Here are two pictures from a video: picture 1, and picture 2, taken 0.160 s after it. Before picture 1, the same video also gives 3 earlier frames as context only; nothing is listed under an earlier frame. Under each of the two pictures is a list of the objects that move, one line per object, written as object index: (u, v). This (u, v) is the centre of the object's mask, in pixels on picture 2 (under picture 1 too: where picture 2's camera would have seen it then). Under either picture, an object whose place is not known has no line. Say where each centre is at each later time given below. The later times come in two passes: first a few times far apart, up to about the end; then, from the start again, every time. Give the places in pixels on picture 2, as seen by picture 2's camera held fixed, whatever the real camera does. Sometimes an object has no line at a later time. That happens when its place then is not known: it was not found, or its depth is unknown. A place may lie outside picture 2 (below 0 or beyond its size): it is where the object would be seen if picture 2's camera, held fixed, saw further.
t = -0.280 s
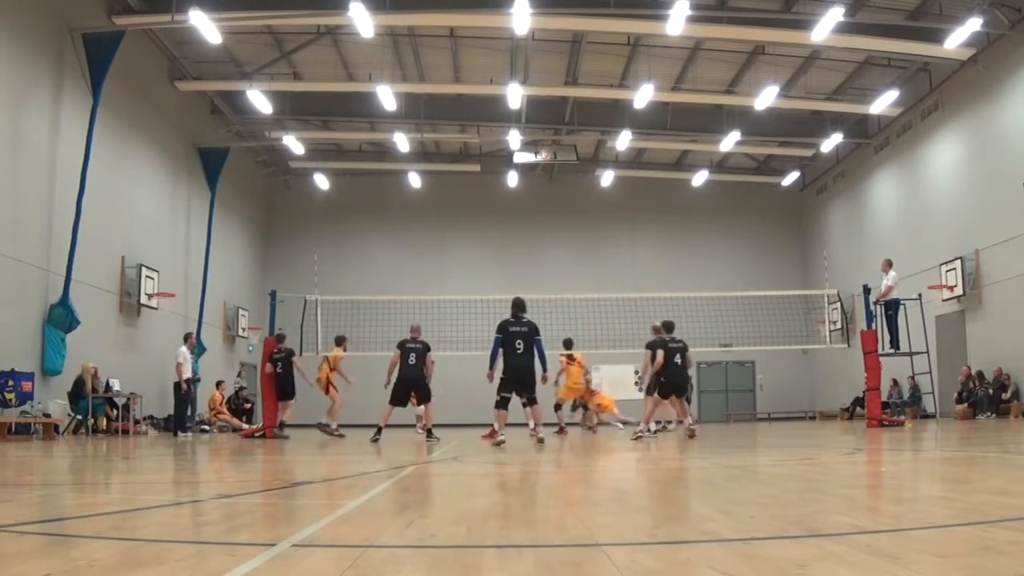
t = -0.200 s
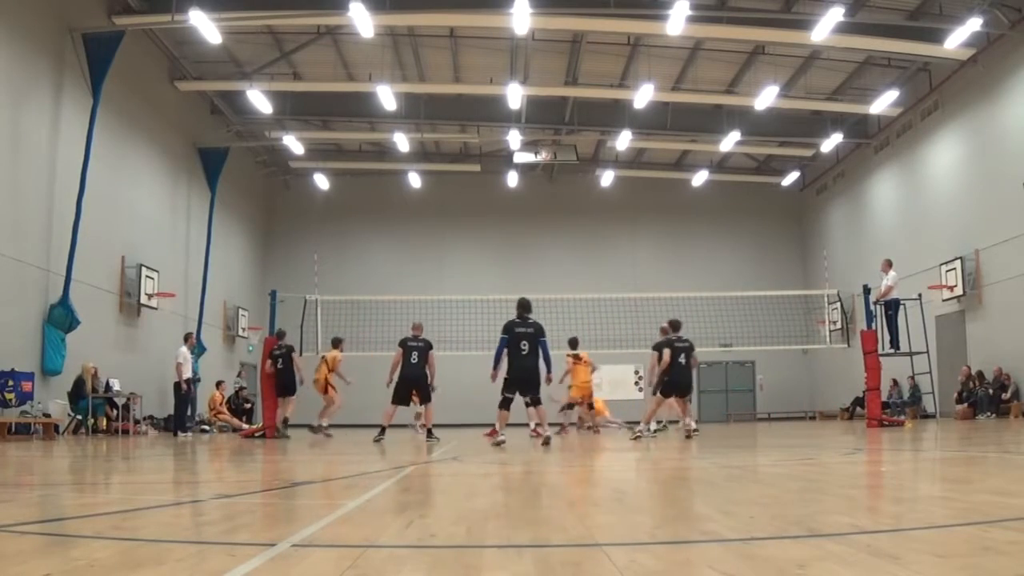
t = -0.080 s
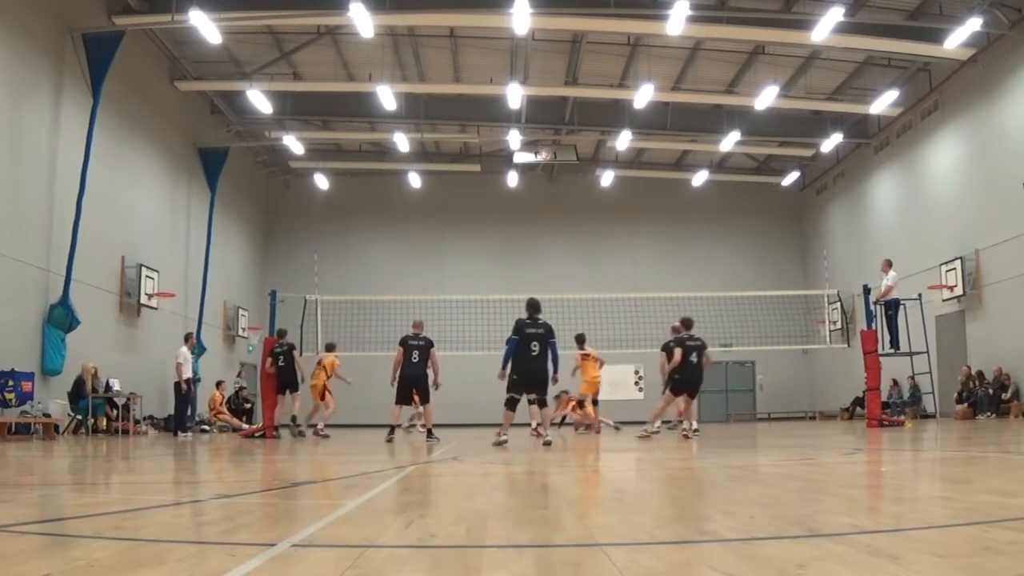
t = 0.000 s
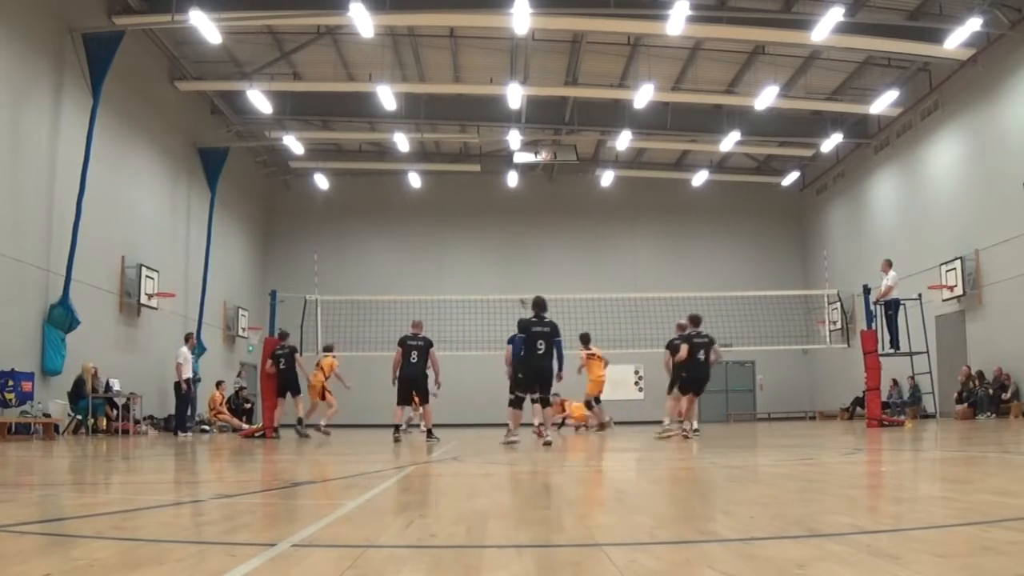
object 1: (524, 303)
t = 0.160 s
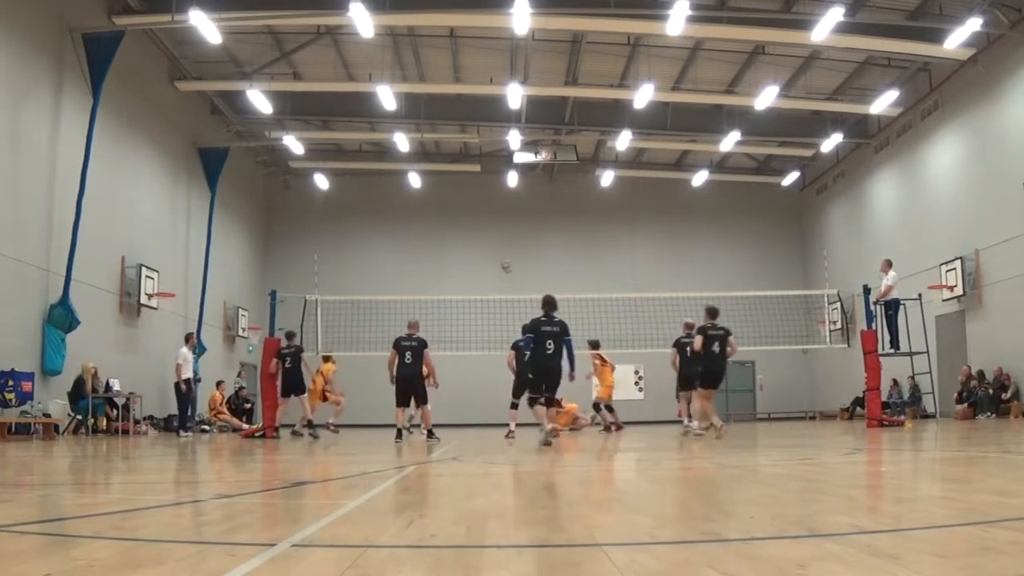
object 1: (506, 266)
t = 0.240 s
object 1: (497, 252)
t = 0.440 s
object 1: (475, 227)
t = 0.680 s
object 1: (446, 224)
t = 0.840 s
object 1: (426, 237)
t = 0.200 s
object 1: (502, 259)
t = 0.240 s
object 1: (497, 252)
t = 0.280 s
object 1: (493, 246)
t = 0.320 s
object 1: (488, 240)
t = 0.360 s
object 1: (484, 236)
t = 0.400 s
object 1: (479, 232)
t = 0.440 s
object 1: (475, 227)
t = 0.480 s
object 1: (471, 225)
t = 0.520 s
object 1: (467, 224)
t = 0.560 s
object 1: (460, 223)
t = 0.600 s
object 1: (456, 221)
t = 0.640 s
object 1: (452, 222)
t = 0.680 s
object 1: (446, 224)
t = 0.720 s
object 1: (441, 225)
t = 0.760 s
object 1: (436, 228)
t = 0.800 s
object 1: (431, 232)
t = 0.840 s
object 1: (426, 237)
